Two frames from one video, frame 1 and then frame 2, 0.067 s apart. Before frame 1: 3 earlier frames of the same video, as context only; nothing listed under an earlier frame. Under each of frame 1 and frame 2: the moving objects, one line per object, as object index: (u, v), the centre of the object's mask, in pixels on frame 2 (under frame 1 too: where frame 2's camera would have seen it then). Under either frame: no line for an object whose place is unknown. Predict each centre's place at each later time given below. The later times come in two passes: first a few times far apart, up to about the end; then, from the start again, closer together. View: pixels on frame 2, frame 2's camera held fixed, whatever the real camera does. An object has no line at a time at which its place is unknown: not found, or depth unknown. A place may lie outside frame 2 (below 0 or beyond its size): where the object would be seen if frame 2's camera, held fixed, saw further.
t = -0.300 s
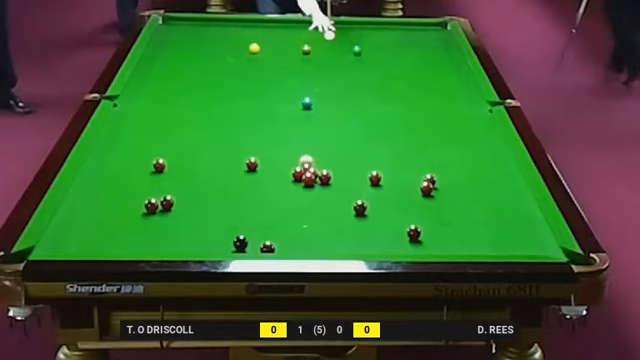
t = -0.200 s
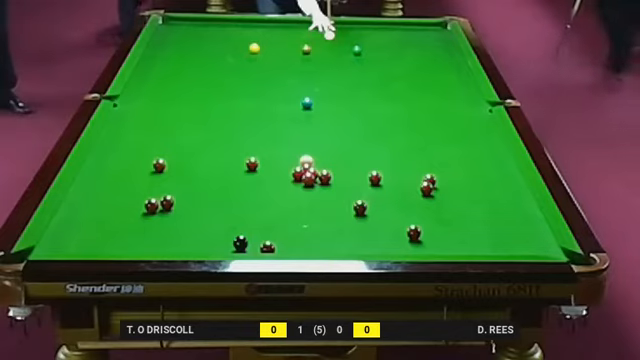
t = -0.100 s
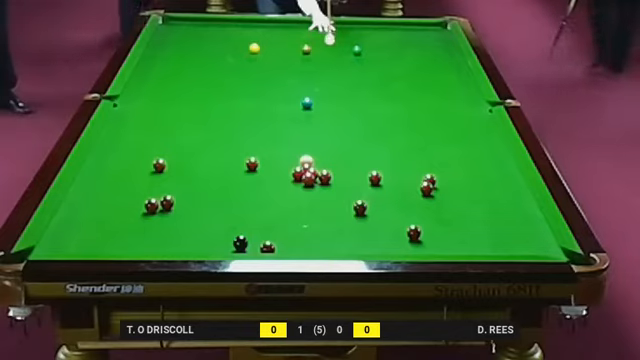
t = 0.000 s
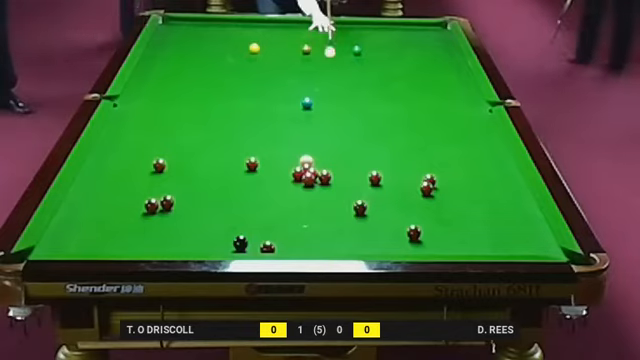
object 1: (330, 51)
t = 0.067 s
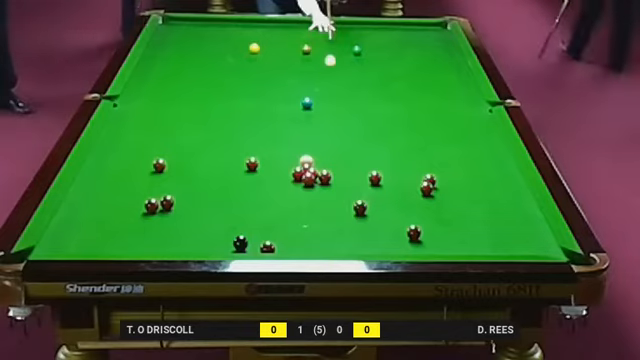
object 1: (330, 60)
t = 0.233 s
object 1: (331, 81)
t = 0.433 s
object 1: (332, 111)
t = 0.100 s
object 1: (330, 64)
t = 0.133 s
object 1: (330, 68)
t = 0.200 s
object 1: (331, 77)
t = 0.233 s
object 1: (331, 81)
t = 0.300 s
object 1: (331, 91)
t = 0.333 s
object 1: (331, 95)
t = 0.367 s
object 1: (331, 101)
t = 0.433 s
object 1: (332, 111)
